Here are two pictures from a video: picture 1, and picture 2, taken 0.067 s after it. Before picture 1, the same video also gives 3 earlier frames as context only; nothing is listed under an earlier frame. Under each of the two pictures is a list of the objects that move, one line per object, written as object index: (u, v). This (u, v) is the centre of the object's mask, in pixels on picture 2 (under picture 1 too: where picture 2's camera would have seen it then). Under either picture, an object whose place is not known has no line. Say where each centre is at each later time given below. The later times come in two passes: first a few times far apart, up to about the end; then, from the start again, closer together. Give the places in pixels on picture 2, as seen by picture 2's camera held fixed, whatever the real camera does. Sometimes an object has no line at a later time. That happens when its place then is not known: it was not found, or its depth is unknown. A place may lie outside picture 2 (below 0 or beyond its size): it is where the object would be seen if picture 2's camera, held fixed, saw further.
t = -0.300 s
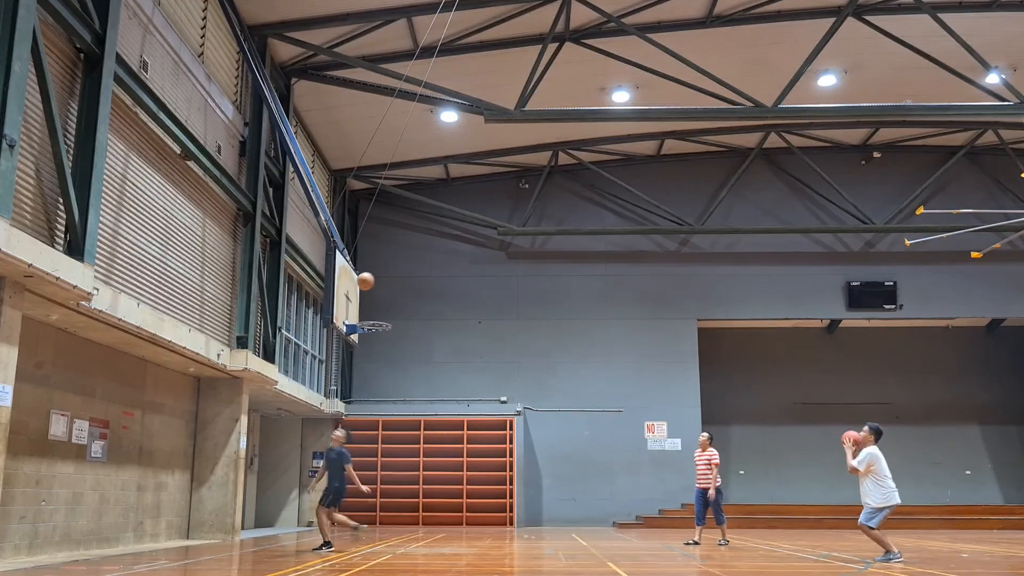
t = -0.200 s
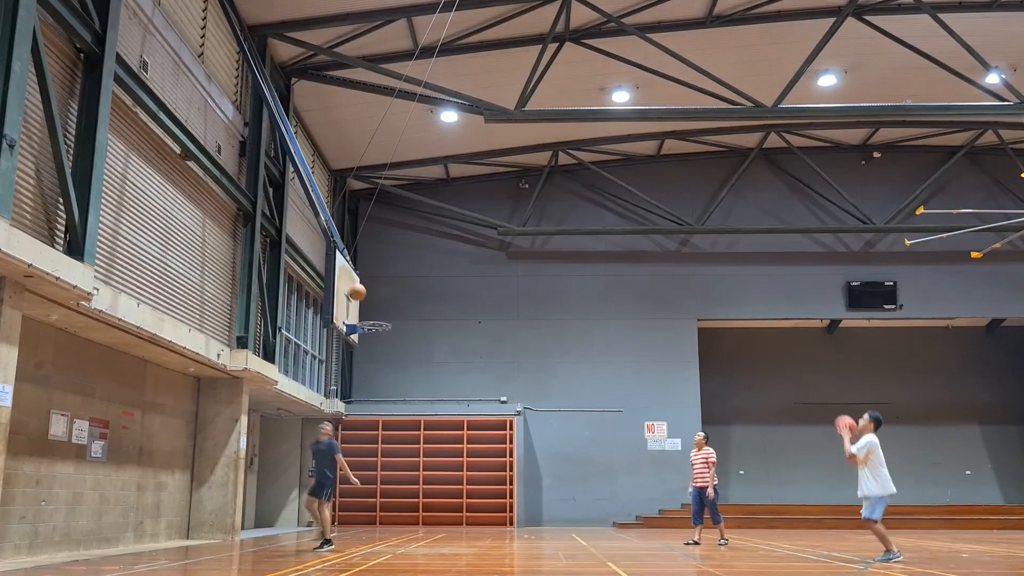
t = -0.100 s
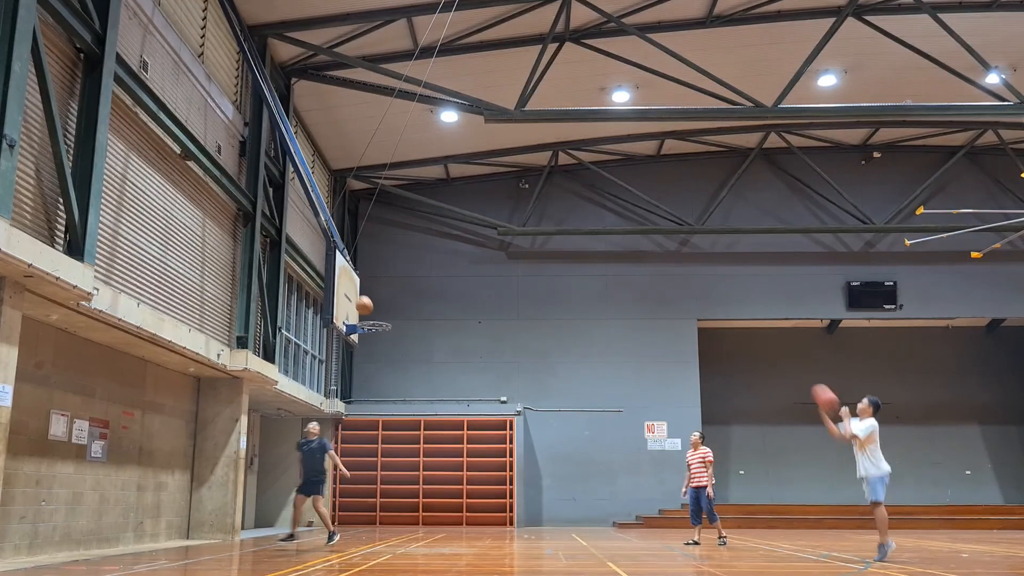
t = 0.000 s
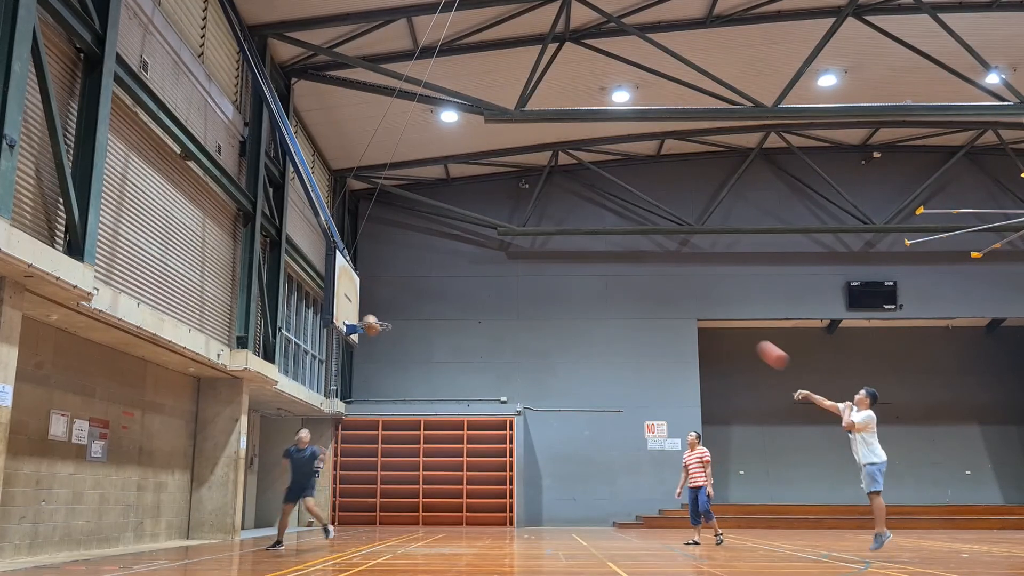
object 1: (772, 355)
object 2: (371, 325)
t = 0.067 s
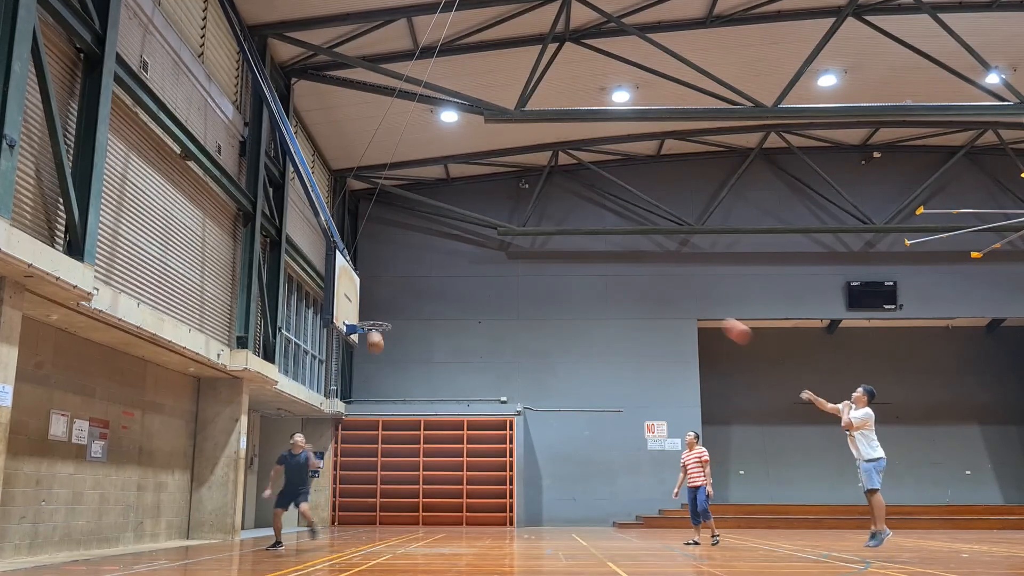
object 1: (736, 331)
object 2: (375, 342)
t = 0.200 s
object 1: (667, 294)
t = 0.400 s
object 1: (571, 265)
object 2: (394, 473)
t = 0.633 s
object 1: (469, 269)
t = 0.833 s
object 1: (386, 300)
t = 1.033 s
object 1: (372, 295)
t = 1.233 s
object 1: (398, 283)
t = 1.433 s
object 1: (423, 297)
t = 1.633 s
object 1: (447, 335)
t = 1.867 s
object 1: (476, 414)
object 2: (495, 515)
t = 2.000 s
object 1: (491, 473)
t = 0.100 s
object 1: (719, 320)
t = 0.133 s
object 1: (700, 310)
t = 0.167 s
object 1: (684, 301)
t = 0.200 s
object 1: (667, 294)
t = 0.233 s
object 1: (650, 287)
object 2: (384, 397)
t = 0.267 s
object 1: (634, 281)
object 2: (386, 410)
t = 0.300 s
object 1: (618, 276)
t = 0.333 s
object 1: (602, 271)
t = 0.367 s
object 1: (587, 268)
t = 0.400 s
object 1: (571, 265)
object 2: (394, 473)
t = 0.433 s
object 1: (556, 264)
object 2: (396, 490)
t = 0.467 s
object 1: (541, 263)
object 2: (398, 511)
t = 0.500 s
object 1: (526, 262)
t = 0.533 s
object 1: (512, 263)
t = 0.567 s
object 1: (498, 264)
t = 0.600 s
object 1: (484, 266)
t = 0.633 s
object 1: (469, 269)
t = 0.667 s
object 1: (455, 272)
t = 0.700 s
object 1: (441, 276)
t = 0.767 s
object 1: (414, 287)
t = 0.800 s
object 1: (400, 293)
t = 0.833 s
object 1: (386, 300)
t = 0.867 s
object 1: (373, 307)
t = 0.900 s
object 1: (362, 314)
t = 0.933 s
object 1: (360, 311)
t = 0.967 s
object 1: (364, 305)
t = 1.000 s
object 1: (368, 300)
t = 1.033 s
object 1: (372, 295)
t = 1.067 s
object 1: (376, 292)
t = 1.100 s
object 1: (381, 289)
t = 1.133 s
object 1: (385, 286)
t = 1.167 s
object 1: (389, 285)
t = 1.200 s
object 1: (394, 284)
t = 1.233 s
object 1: (398, 283)
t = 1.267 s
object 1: (402, 284)
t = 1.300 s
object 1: (407, 285)
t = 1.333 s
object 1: (410, 287)
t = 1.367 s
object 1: (415, 289)
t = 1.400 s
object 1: (419, 293)
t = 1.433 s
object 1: (423, 297)
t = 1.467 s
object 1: (427, 302)
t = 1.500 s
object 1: (431, 307)
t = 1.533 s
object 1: (435, 313)
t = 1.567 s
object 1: (439, 320)
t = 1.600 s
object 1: (443, 327)
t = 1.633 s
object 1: (447, 335)
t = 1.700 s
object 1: (455, 354)
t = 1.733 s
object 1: (460, 365)
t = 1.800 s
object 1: (467, 387)
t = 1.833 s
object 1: (472, 400)
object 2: (493, 524)
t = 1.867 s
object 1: (476, 414)
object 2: (495, 515)
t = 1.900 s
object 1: (481, 429)
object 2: (497, 505)
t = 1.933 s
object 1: (485, 445)
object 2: (499, 499)
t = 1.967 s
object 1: (489, 459)
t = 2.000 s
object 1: (491, 473)
